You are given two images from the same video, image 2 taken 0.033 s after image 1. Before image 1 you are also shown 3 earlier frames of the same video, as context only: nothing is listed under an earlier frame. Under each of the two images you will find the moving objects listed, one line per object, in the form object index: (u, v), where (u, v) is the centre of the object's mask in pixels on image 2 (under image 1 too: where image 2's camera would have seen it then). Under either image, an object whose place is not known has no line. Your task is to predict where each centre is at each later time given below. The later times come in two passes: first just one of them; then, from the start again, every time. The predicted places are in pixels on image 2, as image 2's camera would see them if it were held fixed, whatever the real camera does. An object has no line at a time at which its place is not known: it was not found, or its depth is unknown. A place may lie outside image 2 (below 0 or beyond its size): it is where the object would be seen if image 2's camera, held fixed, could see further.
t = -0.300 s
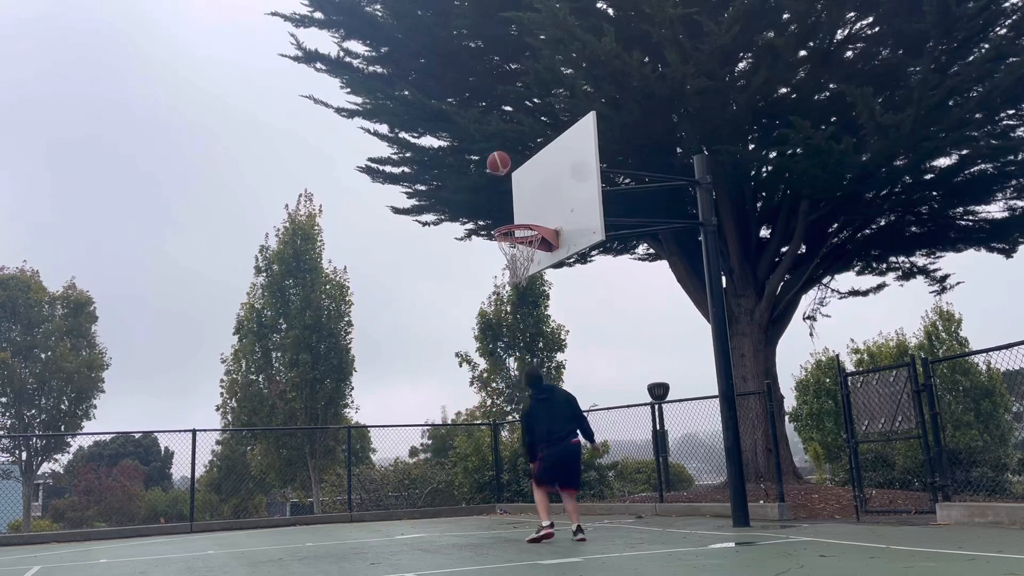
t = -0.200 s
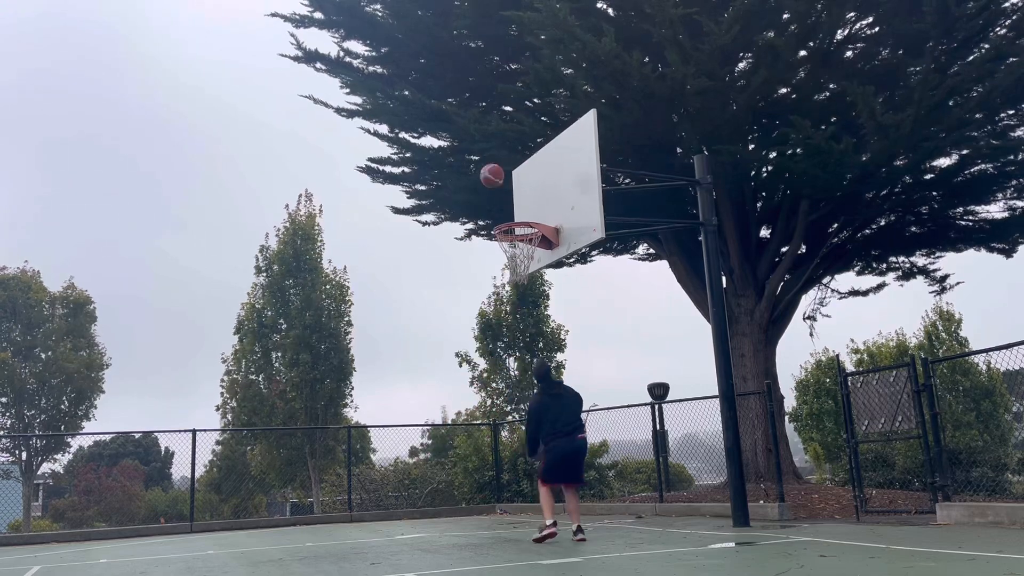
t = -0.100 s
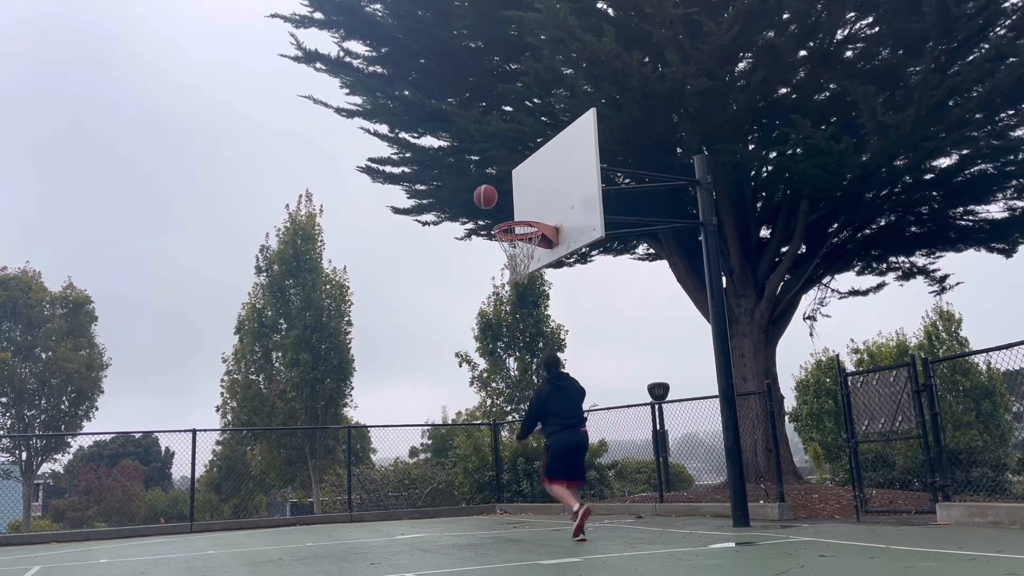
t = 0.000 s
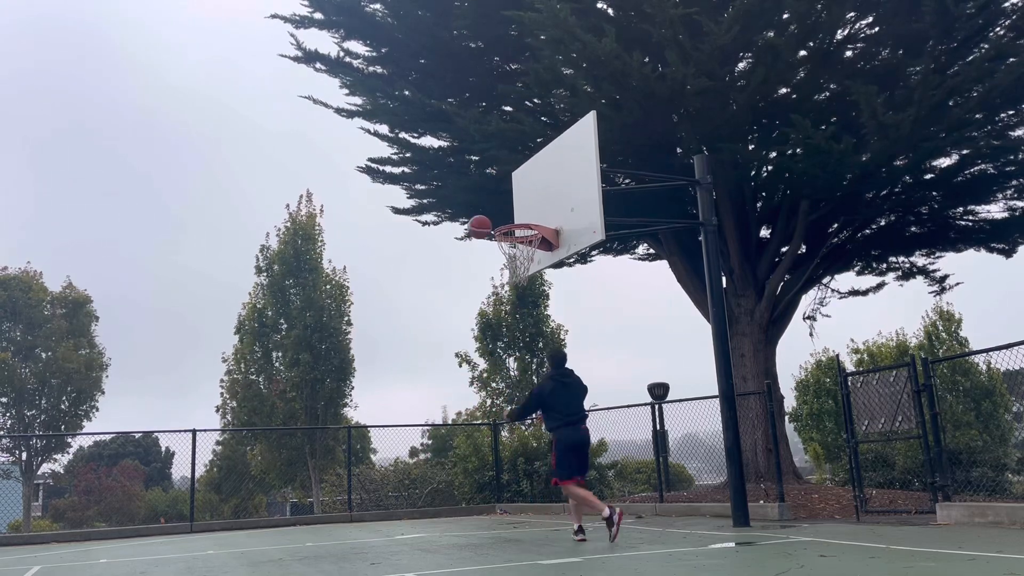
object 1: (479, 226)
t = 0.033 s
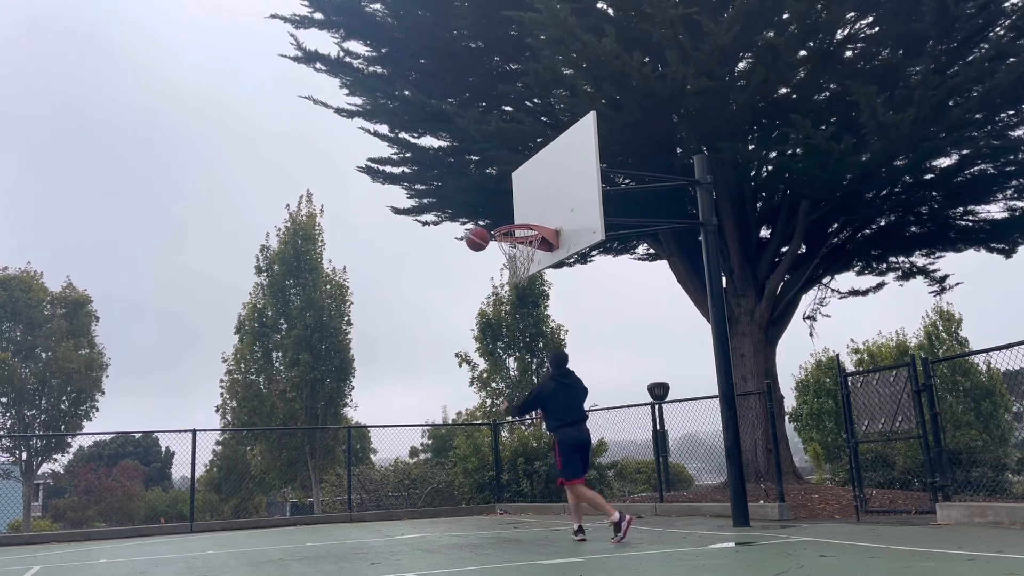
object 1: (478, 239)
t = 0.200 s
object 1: (467, 316)
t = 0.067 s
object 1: (475, 252)
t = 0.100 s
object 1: (473, 267)
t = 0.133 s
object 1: (471, 282)
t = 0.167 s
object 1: (469, 298)
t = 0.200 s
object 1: (467, 316)
